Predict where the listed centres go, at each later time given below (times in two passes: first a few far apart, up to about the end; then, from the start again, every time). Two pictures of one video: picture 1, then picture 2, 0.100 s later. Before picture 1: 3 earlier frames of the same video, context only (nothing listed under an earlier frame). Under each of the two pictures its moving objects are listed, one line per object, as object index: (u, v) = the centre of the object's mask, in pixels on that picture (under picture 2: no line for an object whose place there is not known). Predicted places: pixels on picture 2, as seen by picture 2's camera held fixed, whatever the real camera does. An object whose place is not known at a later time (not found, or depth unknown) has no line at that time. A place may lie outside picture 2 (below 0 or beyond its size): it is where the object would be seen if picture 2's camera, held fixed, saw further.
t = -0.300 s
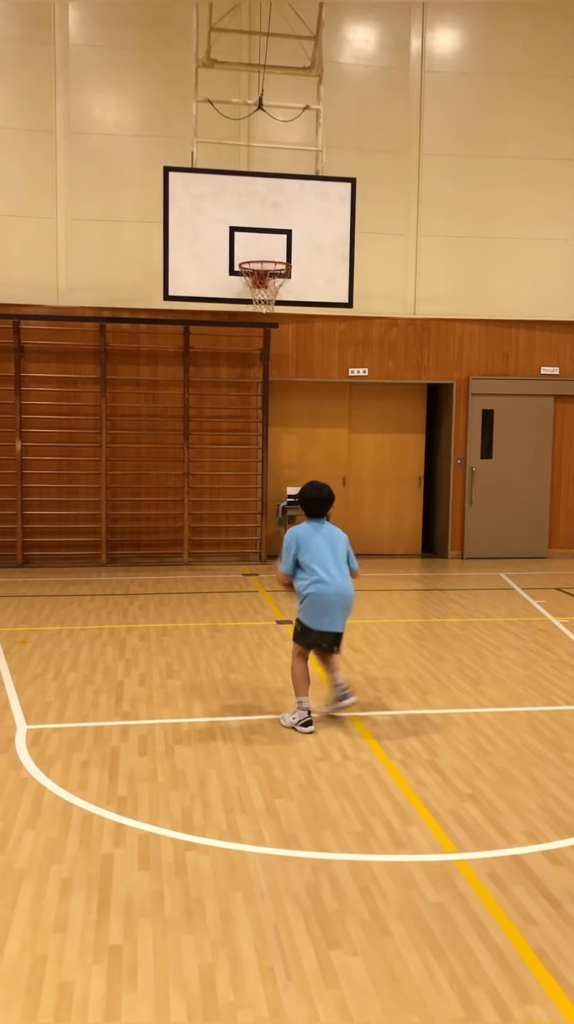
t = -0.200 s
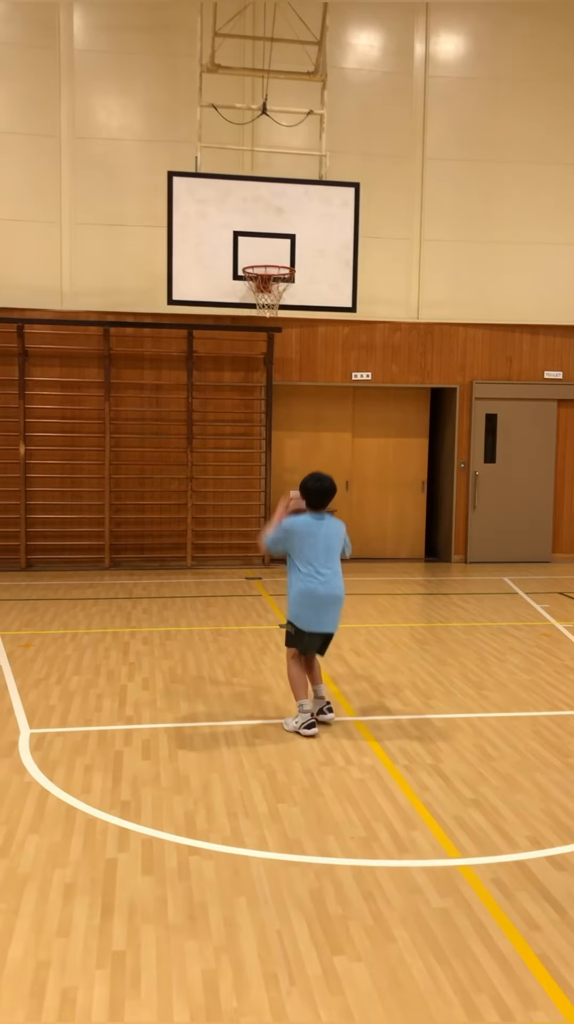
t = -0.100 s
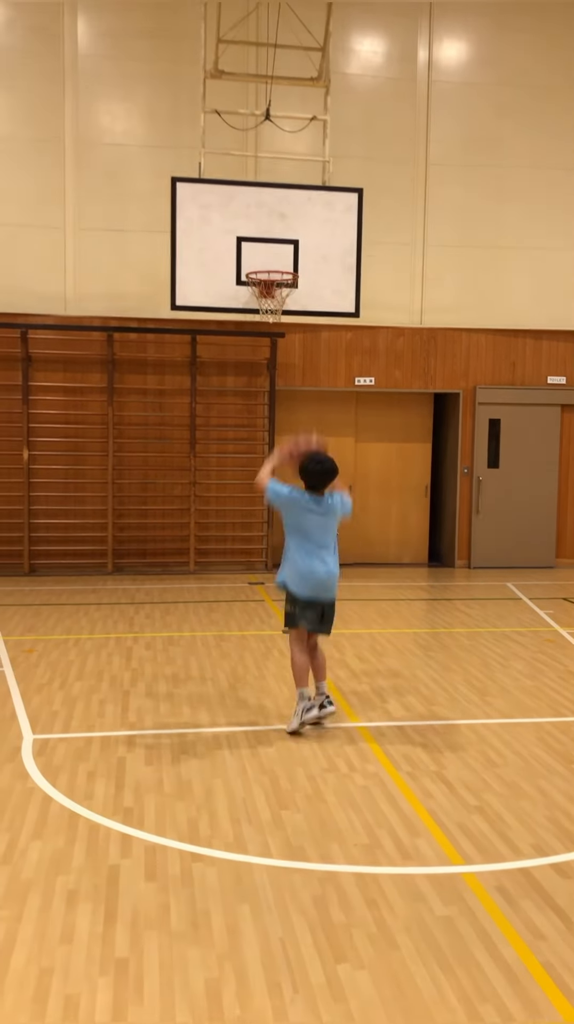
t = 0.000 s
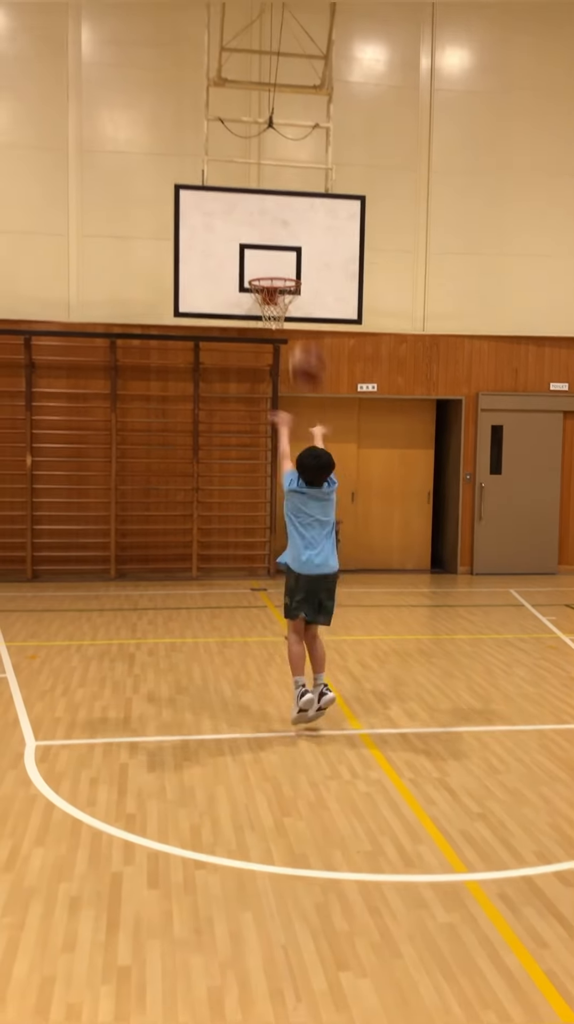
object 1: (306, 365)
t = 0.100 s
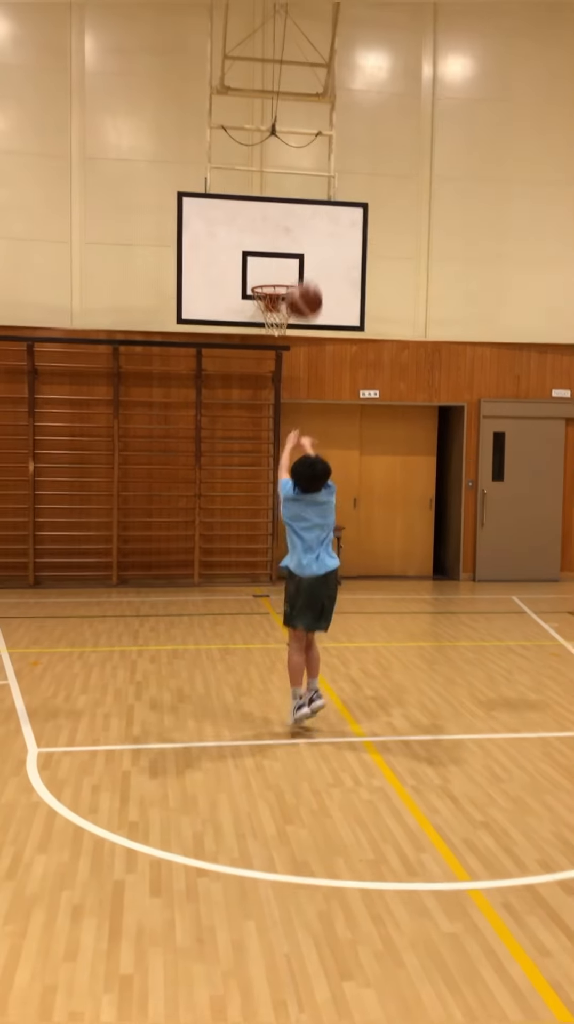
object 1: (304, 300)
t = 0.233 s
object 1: (298, 235)
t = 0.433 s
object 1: (291, 197)
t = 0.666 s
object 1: (284, 219)
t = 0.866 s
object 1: (279, 278)
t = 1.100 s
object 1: (266, 306)
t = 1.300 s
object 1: (281, 311)
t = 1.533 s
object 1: (278, 321)
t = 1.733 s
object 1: (261, 350)
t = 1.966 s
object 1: (241, 436)
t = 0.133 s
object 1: (302, 281)
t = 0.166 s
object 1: (301, 263)
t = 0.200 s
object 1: (299, 248)
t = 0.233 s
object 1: (298, 235)
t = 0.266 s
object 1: (297, 224)
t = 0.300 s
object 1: (295, 216)
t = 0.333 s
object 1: (294, 208)
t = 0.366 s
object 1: (293, 203)
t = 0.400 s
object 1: (292, 199)
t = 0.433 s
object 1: (291, 197)
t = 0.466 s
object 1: (290, 196)
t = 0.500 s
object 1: (289, 197)
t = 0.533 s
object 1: (288, 198)
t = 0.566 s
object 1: (287, 202)
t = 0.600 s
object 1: (286, 206)
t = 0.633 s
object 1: (285, 212)
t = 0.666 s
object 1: (284, 219)
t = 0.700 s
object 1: (283, 228)
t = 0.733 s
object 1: (282, 237)
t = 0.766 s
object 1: (281, 247)
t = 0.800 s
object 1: (280, 258)
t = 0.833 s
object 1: (279, 271)
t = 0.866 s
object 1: (279, 278)
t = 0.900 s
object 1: (280, 287)
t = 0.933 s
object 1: (277, 298)
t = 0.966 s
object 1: (274, 302)
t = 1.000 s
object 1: (270, 306)
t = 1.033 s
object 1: (266, 309)
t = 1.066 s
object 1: (265, 309)
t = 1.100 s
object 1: (266, 306)
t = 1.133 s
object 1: (269, 305)
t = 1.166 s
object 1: (271, 304)
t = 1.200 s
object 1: (274, 306)
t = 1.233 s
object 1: (277, 309)
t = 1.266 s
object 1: (279, 310)
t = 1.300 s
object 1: (281, 311)
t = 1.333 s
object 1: (284, 313)
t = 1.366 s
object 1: (285, 314)
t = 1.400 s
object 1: (285, 316)
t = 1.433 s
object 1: (285, 316)
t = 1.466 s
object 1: (283, 318)
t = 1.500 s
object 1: (281, 319)
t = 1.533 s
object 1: (278, 321)
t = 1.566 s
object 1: (275, 323)
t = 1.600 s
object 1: (273, 325)
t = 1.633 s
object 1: (270, 325)
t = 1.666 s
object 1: (268, 333)
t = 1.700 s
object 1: (264, 342)
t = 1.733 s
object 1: (261, 350)
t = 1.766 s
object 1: (259, 359)
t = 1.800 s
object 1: (256, 369)
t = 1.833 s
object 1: (254, 379)
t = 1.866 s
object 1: (250, 393)
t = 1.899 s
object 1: (249, 406)
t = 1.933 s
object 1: (245, 421)
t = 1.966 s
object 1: (241, 436)
